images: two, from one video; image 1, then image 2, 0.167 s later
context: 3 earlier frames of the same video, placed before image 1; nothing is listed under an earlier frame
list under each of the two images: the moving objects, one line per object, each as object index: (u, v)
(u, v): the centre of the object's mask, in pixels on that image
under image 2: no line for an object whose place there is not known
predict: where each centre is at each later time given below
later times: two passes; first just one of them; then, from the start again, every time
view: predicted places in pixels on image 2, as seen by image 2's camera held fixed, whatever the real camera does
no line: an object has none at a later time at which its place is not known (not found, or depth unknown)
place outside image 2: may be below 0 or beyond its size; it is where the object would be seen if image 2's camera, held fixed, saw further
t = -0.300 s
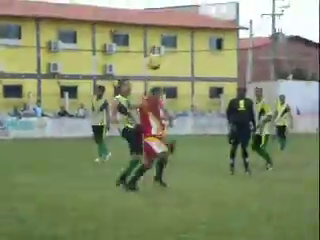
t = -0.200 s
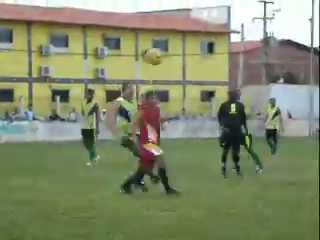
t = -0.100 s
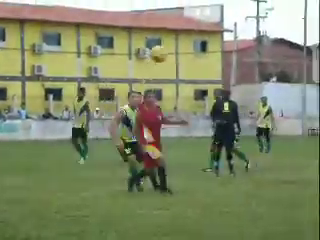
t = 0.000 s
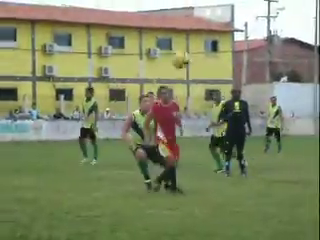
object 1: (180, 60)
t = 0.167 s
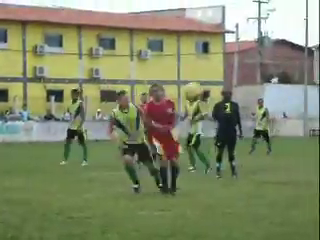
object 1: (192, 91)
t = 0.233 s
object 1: (202, 110)
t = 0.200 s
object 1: (196, 101)
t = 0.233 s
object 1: (202, 110)
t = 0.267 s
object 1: (207, 124)
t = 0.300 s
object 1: (212, 138)
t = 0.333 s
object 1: (217, 153)
